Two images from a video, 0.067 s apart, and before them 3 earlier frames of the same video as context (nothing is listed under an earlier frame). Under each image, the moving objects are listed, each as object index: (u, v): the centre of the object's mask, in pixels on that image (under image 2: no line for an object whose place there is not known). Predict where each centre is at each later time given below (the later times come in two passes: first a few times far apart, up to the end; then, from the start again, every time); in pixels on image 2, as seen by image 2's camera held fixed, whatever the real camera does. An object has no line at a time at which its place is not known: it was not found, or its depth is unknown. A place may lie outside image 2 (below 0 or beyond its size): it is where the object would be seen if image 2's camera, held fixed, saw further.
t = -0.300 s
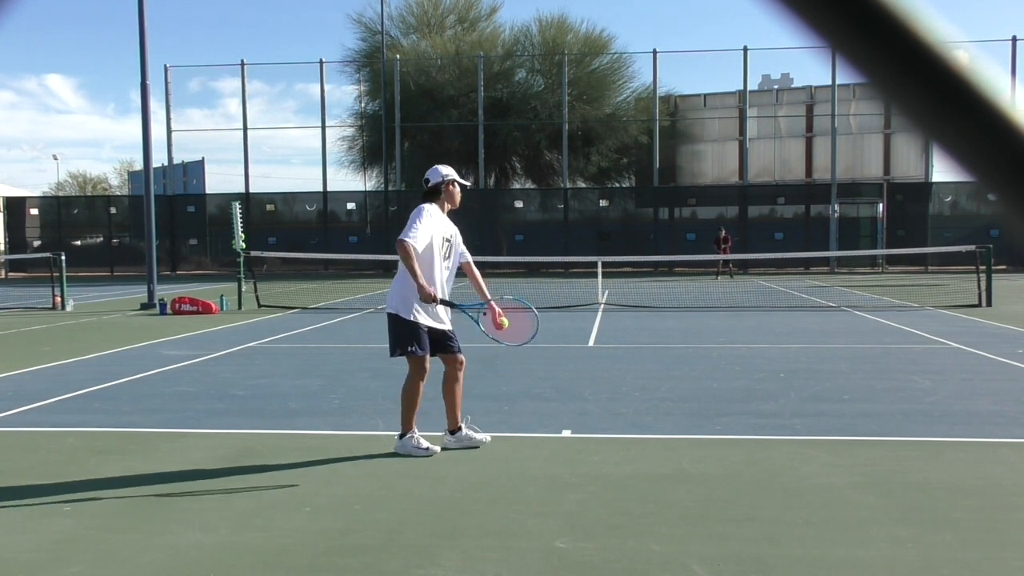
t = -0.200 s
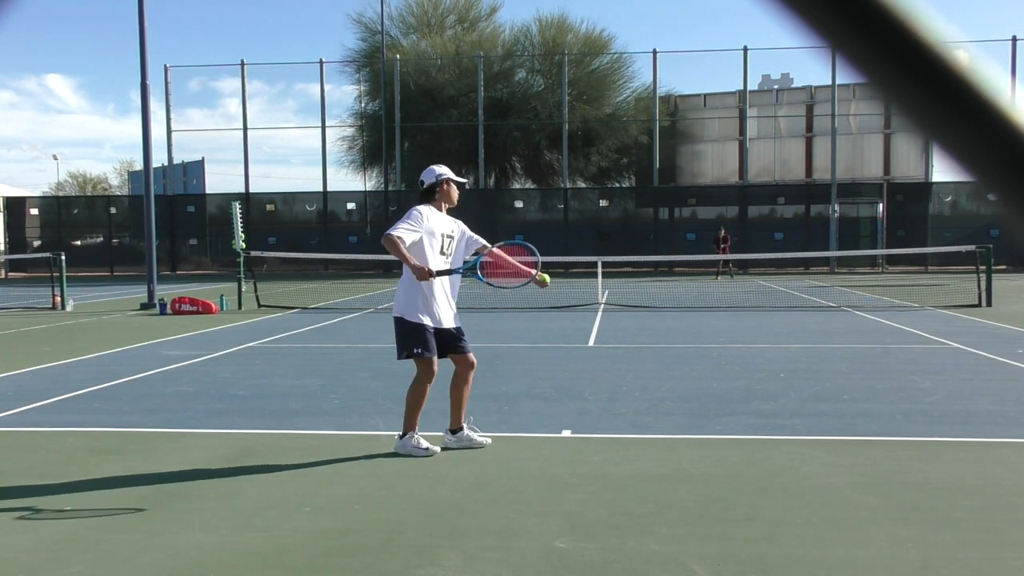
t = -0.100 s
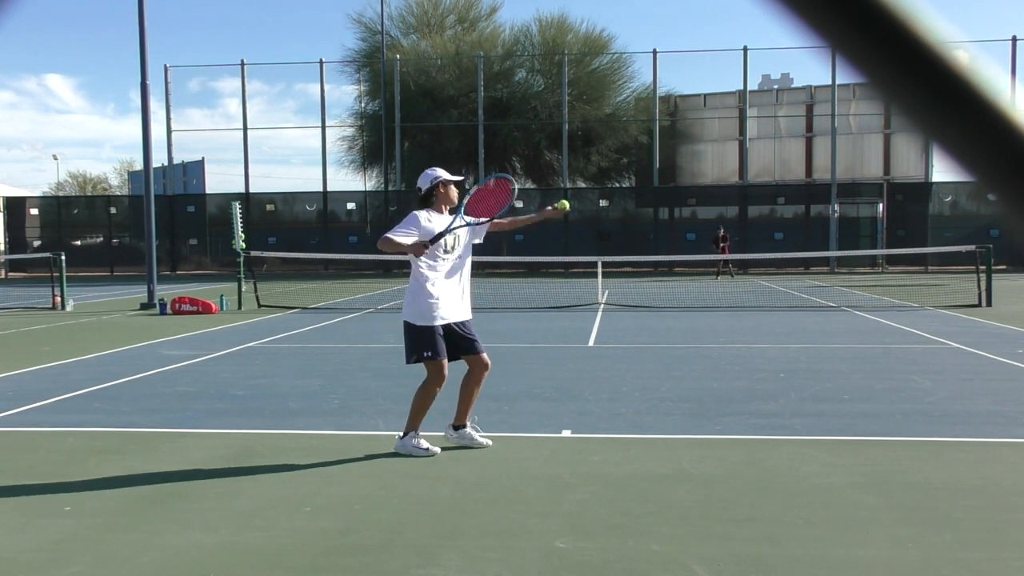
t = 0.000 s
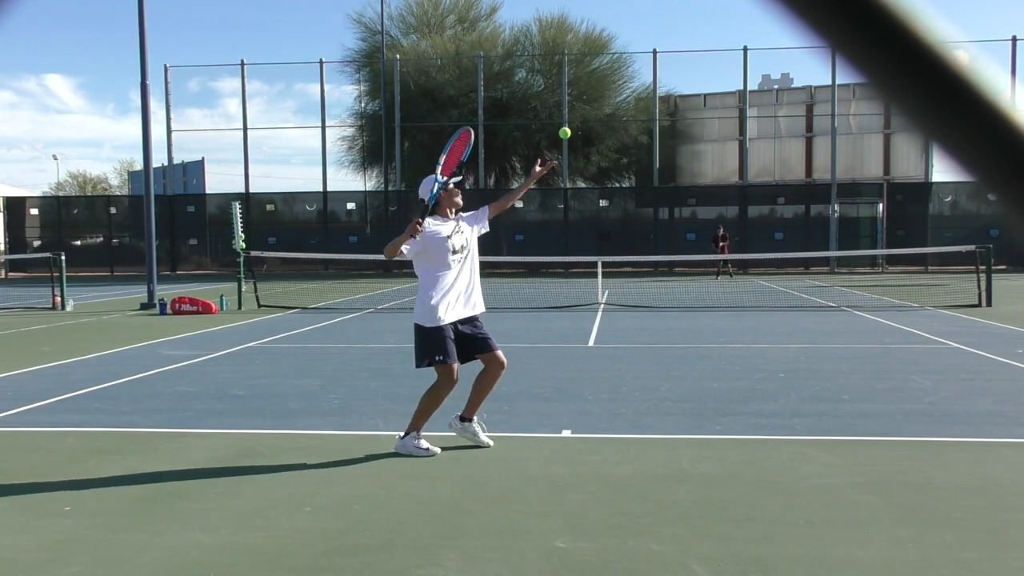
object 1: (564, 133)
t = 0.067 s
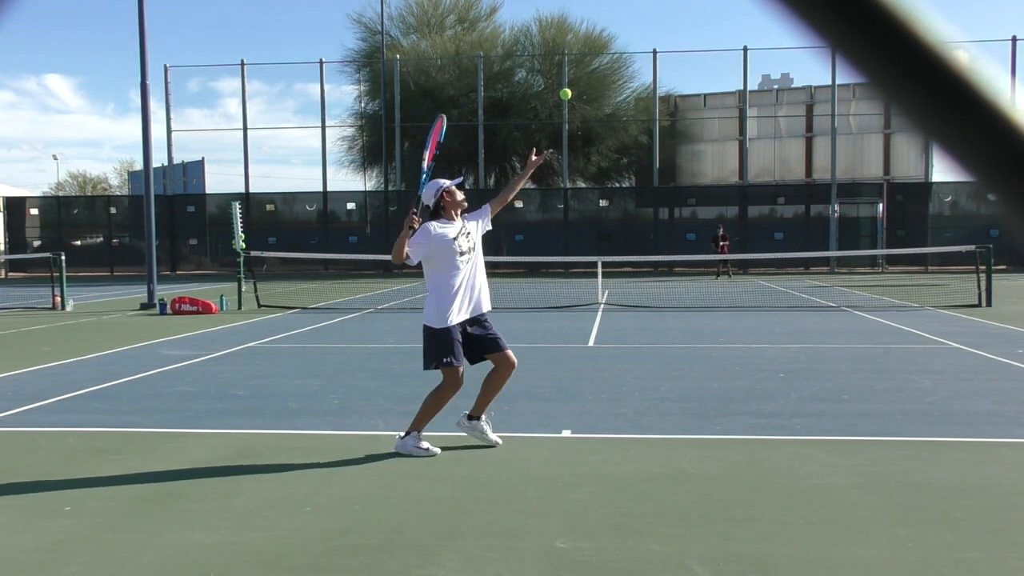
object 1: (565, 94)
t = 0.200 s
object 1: (567, 38)
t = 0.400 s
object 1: (570, 9)
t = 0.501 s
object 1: (571, 17)
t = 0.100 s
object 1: (566, 77)
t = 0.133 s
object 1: (566, 62)
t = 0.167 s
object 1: (566, 50)
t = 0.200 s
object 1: (567, 38)
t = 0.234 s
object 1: (567, 29)
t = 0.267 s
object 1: (568, 21)
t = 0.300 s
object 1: (569, 15)
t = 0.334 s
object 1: (569, 12)
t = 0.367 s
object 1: (570, 9)
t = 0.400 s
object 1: (570, 9)
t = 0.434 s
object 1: (570, 10)
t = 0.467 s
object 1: (571, 13)
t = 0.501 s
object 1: (571, 17)
